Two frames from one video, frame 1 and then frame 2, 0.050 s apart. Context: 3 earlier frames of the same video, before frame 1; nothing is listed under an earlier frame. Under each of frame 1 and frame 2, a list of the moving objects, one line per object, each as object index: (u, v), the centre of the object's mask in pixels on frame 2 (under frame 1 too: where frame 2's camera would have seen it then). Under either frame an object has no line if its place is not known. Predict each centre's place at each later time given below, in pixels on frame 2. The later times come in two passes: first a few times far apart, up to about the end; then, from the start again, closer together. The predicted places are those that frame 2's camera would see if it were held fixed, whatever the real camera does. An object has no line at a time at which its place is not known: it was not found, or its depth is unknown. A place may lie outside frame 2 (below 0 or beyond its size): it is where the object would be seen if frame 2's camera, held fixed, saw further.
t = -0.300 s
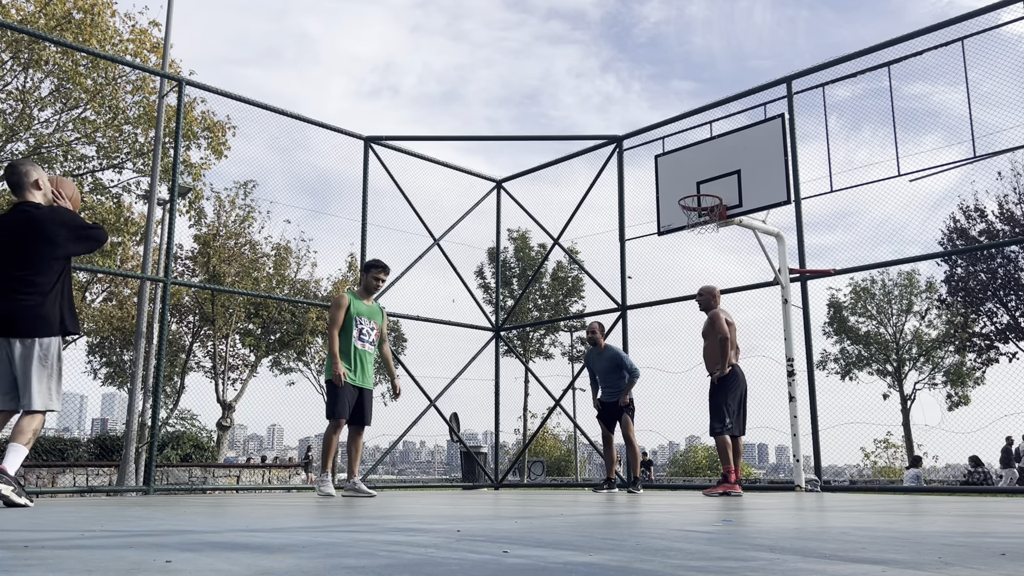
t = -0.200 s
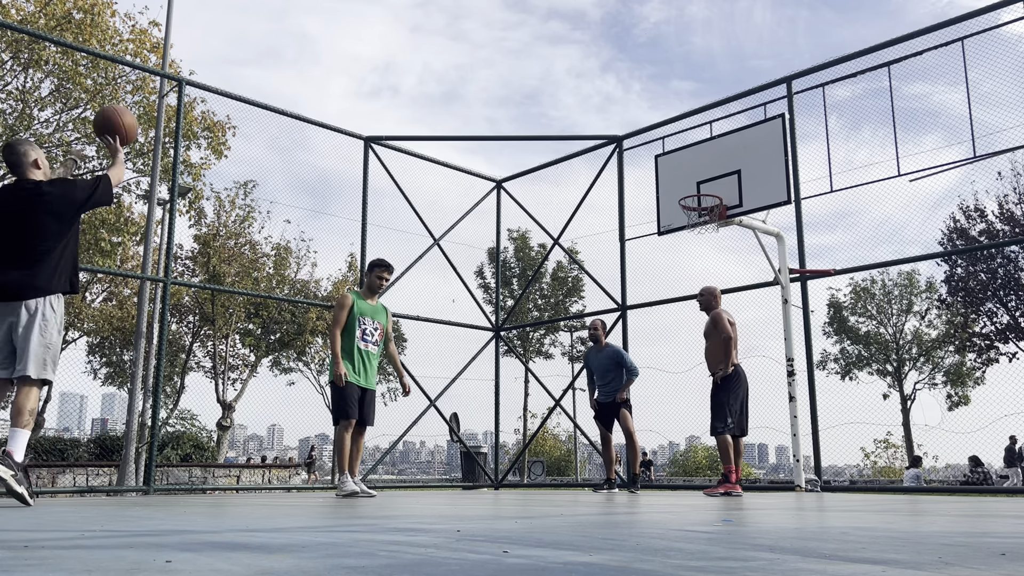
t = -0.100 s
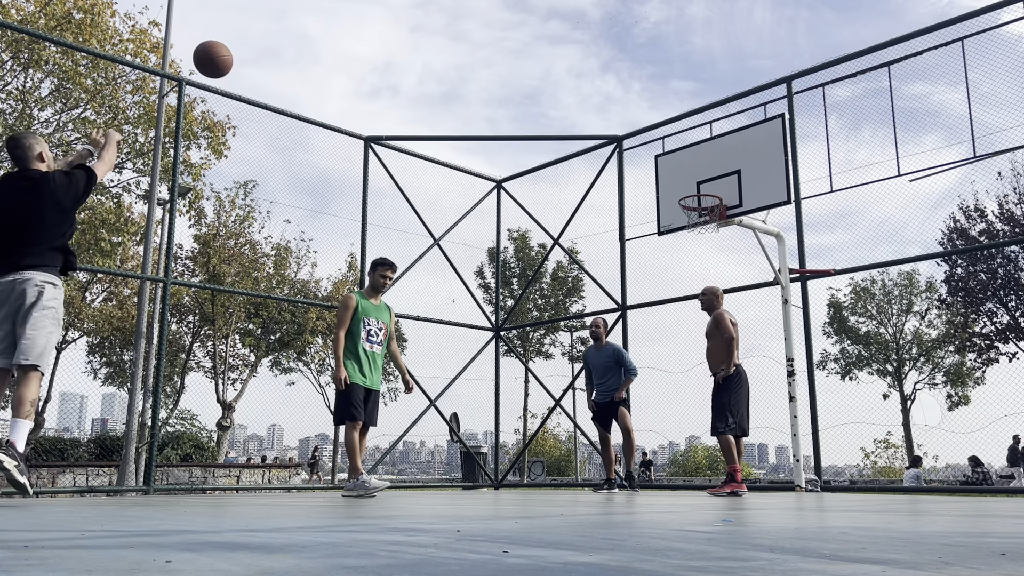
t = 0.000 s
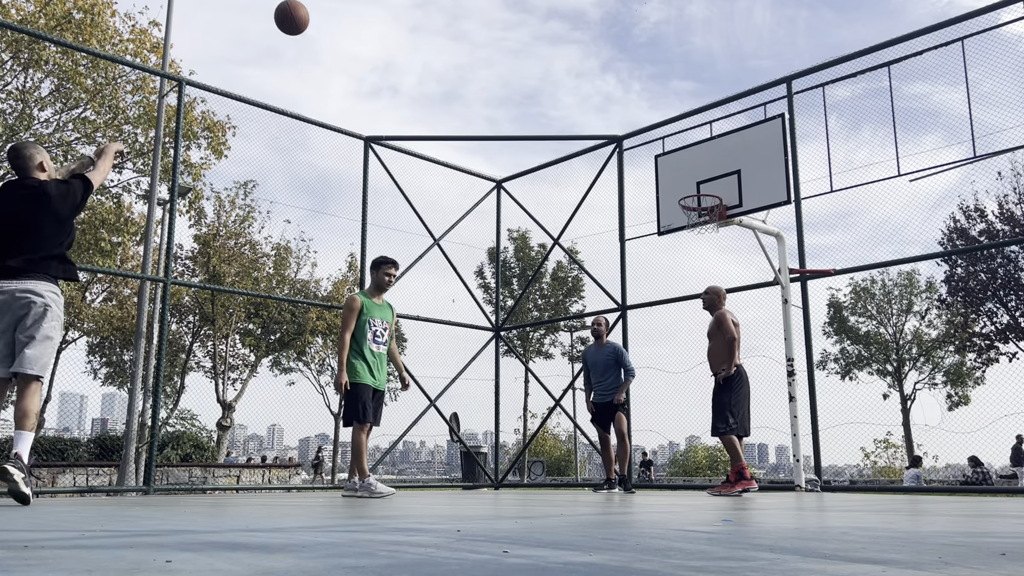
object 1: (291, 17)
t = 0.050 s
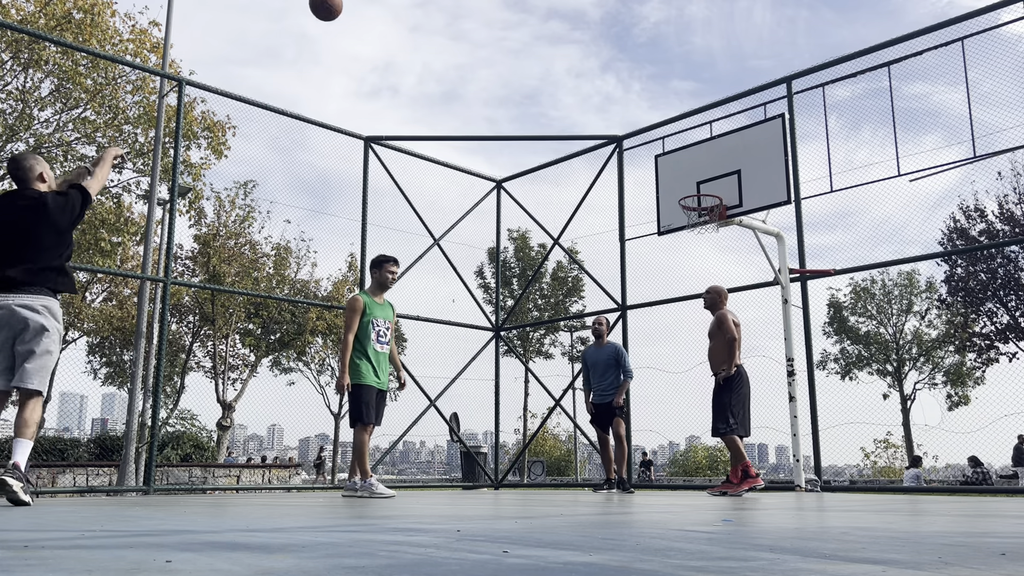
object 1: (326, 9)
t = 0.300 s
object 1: (462, 0)
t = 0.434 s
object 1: (517, 7)
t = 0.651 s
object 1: (593, 59)
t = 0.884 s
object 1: (660, 149)
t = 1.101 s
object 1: (714, 186)
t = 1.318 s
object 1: (755, 162)
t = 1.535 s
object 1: (791, 169)
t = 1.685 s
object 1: (821, 199)
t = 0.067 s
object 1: (337, 8)
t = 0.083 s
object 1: (347, 6)
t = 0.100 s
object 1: (358, 4)
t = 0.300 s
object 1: (462, 0)
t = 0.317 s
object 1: (469, 1)
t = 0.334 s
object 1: (477, 1)
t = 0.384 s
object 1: (498, 4)
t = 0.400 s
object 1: (504, 5)
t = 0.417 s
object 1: (511, 6)
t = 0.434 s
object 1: (517, 7)
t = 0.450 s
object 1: (524, 9)
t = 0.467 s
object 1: (530, 11)
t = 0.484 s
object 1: (536, 13)
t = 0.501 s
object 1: (542, 17)
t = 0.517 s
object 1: (548, 21)
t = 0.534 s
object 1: (554, 25)
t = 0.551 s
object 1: (560, 29)
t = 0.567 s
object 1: (566, 34)
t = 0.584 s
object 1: (571, 39)
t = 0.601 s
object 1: (577, 44)
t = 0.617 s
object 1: (582, 48)
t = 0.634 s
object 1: (588, 53)
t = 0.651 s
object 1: (593, 59)
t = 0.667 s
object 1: (598, 64)
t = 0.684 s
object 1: (603, 70)
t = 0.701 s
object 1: (608, 76)
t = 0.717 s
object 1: (614, 82)
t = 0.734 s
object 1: (618, 88)
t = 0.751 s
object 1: (623, 94)
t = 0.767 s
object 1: (628, 100)
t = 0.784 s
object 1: (633, 107)
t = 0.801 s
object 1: (637, 114)
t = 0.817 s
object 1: (642, 120)
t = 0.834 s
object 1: (647, 127)
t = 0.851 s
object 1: (651, 134)
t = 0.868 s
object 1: (656, 142)
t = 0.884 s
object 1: (660, 149)
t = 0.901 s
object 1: (665, 157)
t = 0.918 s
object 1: (669, 165)
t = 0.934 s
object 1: (673, 173)
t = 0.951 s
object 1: (678, 181)
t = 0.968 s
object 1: (682, 188)
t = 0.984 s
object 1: (686, 191)
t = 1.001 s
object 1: (689, 191)
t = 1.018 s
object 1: (694, 197)
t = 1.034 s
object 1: (697, 200)
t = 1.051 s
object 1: (702, 198)
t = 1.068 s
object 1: (706, 192)
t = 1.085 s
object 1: (710, 188)
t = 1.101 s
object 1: (714, 186)
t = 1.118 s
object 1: (718, 184)
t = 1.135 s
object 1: (721, 182)
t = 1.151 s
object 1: (725, 180)
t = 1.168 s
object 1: (729, 178)
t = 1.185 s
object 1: (733, 176)
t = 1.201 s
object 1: (737, 174)
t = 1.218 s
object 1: (740, 173)
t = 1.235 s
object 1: (743, 170)
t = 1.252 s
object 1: (745, 168)
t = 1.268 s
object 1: (748, 167)
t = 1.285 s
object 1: (750, 165)
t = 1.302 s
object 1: (753, 164)
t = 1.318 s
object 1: (755, 162)
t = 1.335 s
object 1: (758, 161)
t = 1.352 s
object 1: (760, 161)
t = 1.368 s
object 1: (763, 160)
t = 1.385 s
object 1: (766, 160)
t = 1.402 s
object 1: (768, 160)
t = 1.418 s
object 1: (771, 161)
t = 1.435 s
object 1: (774, 161)
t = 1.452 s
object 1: (777, 162)
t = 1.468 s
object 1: (780, 163)
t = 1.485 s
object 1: (783, 164)
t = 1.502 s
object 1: (786, 165)
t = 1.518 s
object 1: (788, 167)
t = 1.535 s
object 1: (791, 169)
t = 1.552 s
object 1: (795, 171)
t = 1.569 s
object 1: (798, 174)
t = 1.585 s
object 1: (801, 177)
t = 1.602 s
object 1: (805, 180)
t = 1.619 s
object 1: (807, 183)
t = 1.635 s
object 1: (811, 186)
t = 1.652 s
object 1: (814, 190)
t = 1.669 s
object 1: (818, 195)
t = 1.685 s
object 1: (821, 199)
